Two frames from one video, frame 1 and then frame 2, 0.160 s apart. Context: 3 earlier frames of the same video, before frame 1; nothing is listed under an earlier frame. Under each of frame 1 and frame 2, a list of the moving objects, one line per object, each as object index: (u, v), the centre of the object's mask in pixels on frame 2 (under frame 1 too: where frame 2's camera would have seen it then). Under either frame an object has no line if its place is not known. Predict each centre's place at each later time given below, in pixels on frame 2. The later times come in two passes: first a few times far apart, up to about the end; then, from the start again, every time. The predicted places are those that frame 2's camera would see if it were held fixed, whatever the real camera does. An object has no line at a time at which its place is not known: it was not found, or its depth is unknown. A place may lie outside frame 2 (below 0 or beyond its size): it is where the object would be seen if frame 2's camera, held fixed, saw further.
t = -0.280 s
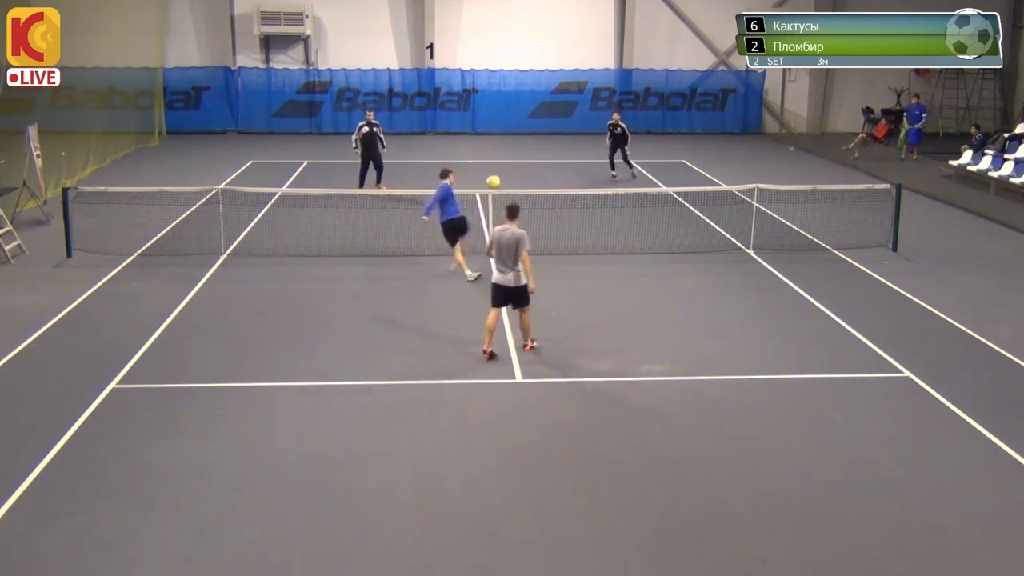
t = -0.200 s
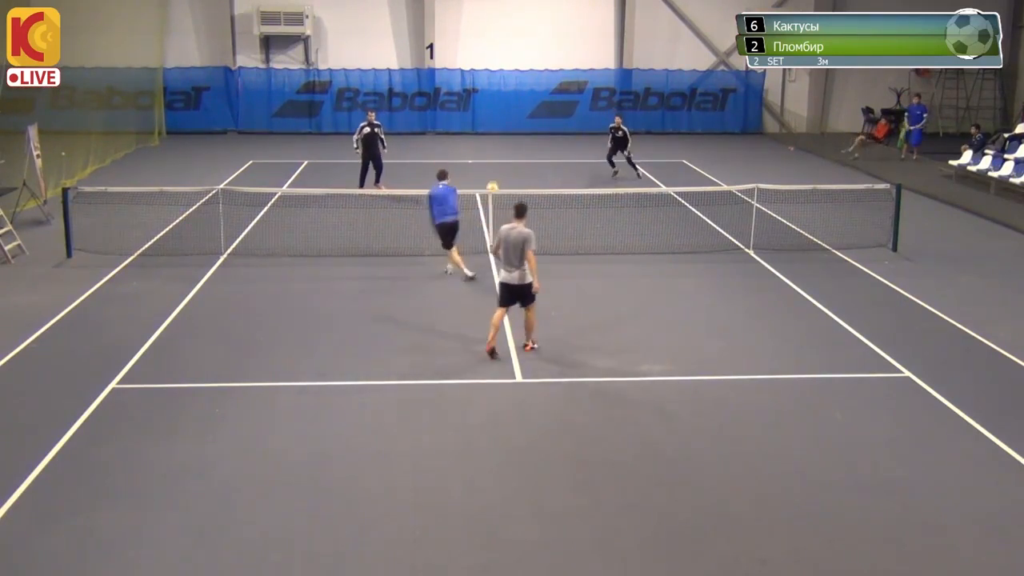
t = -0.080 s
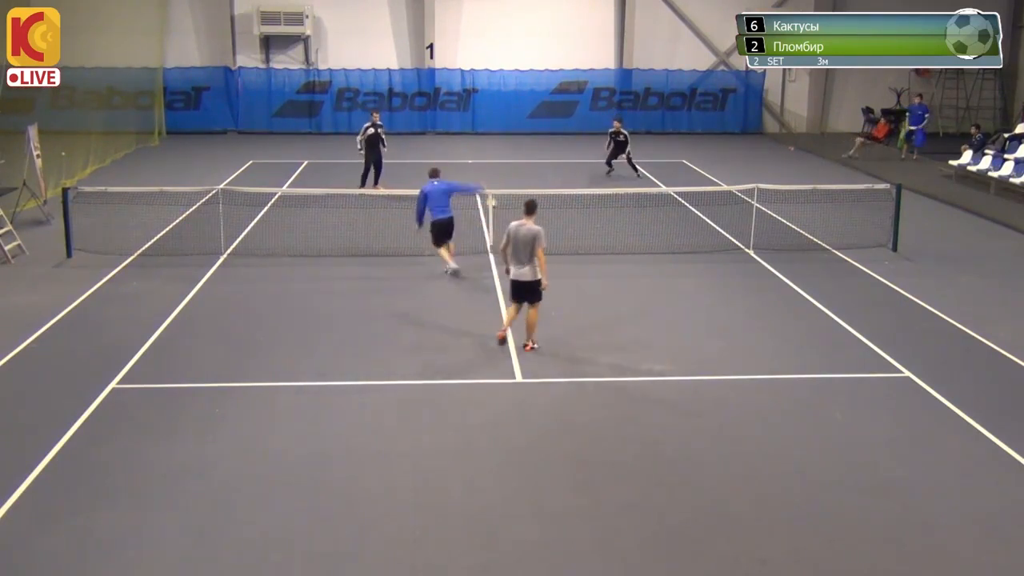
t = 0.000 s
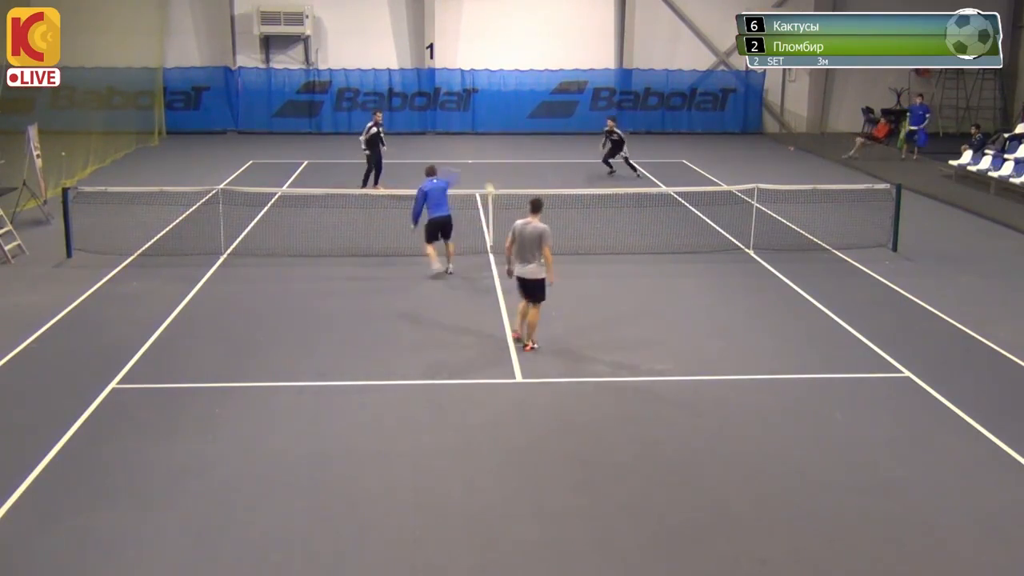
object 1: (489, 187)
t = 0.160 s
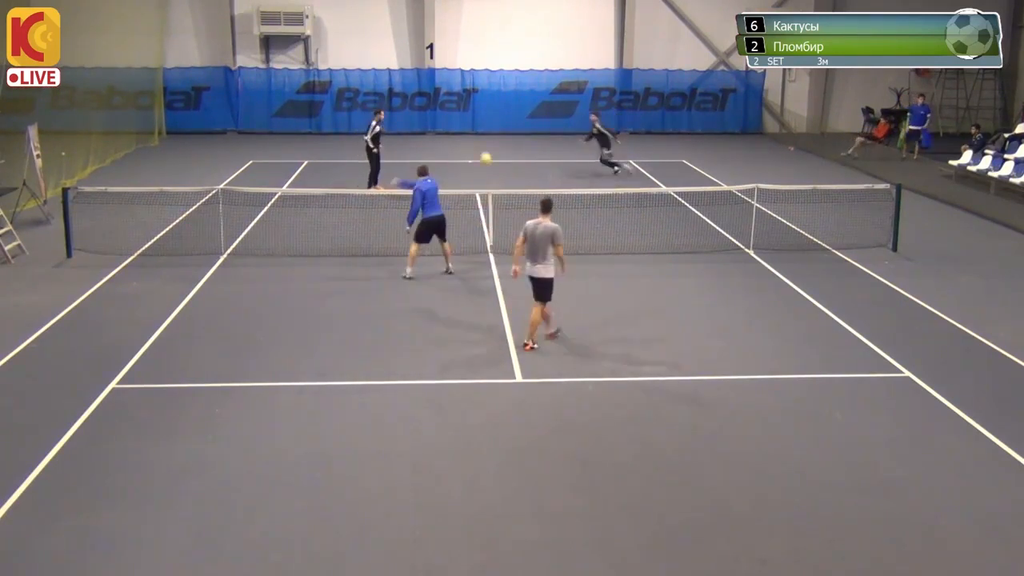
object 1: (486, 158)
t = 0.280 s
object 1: (483, 144)
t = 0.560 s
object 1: (477, 144)
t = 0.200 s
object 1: (485, 152)
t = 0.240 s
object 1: (484, 148)
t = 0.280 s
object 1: (483, 144)
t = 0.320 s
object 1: (482, 142)
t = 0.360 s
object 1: (481, 140)
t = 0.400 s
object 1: (480, 139)
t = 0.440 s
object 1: (480, 140)
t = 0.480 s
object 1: (479, 140)
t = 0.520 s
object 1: (478, 141)
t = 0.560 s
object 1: (477, 144)
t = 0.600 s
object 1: (477, 147)
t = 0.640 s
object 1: (476, 150)
